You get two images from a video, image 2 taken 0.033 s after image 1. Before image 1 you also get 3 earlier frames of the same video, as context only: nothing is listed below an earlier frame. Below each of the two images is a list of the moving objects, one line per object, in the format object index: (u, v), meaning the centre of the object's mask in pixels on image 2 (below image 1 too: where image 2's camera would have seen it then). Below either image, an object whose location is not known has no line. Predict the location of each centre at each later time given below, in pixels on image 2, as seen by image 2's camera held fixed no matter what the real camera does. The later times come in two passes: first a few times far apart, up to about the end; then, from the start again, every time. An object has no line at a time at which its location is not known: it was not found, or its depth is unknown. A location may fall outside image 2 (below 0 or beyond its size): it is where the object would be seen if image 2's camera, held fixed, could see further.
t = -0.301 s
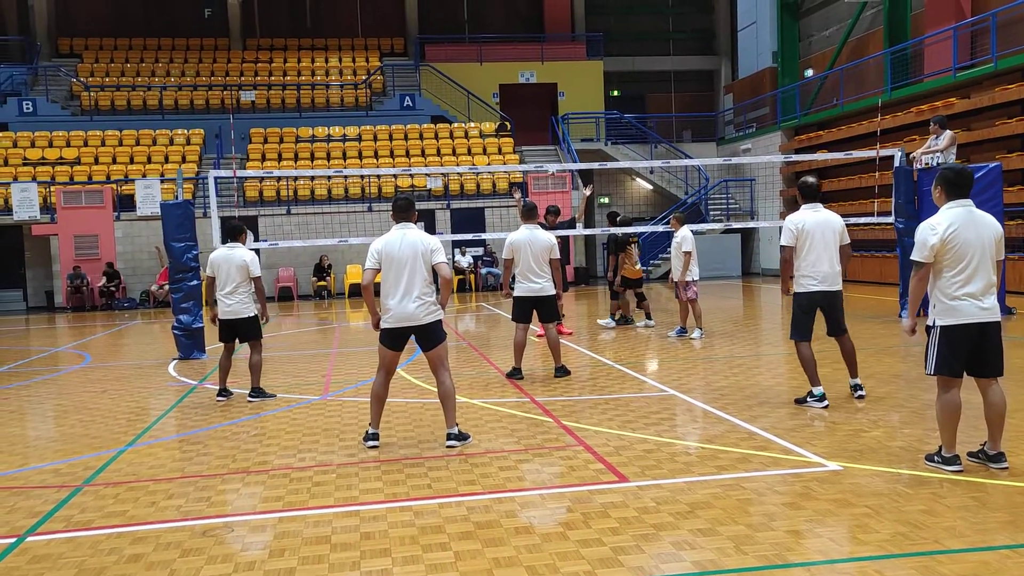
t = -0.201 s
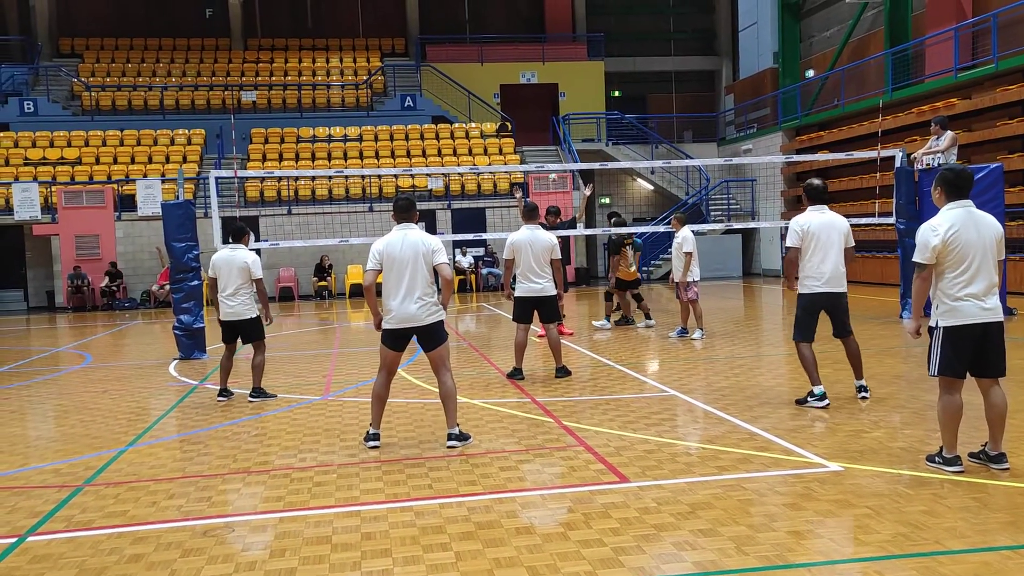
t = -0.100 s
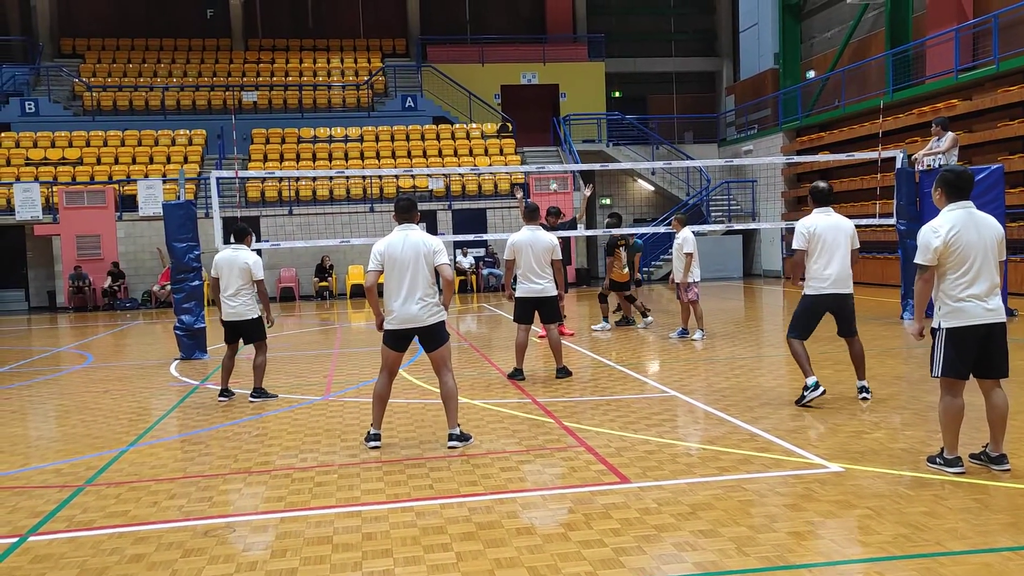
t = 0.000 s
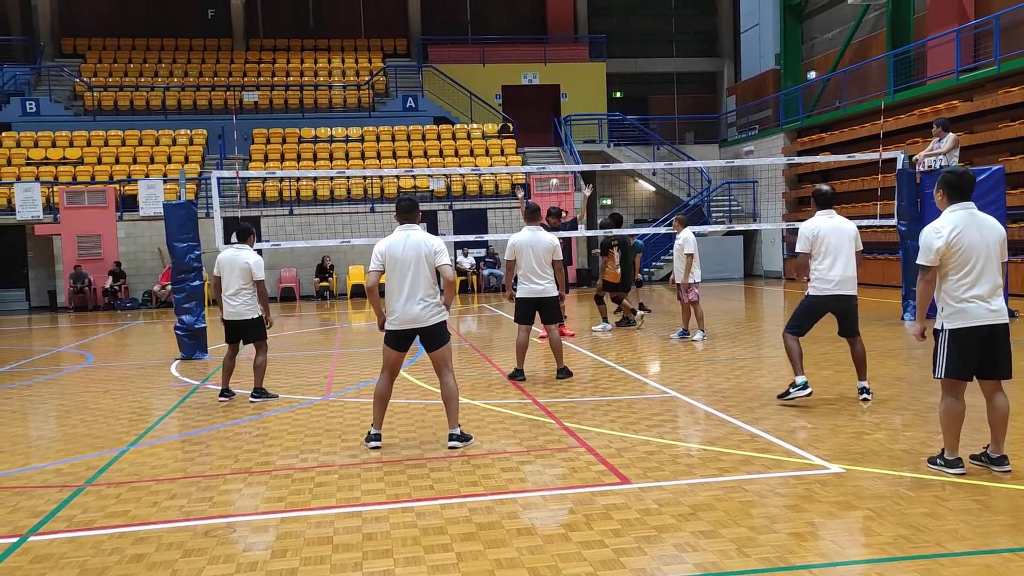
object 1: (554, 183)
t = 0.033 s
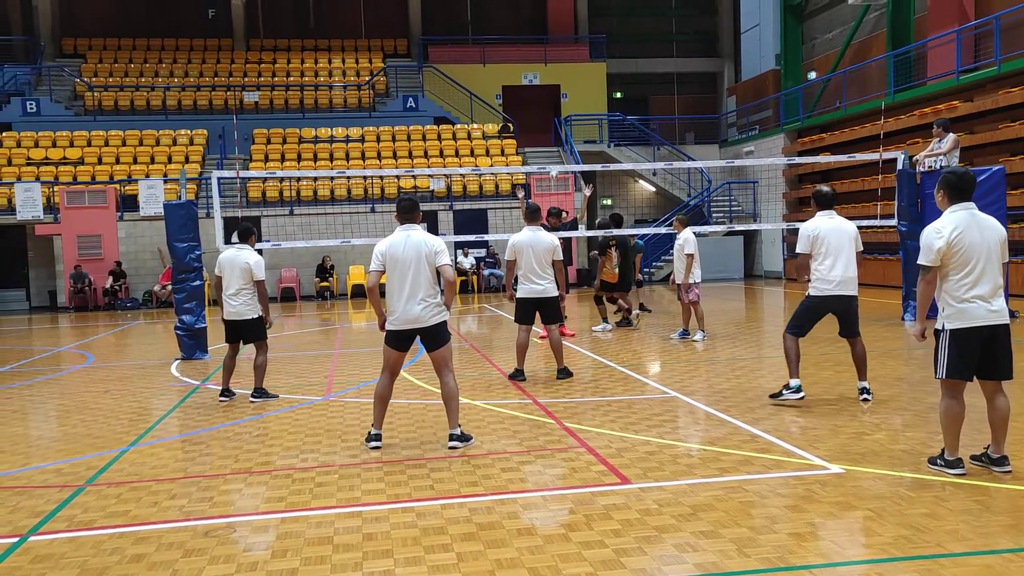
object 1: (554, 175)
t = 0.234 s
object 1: (550, 130)
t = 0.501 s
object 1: (545, 93)
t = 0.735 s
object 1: (537, 99)
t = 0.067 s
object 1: (554, 163)
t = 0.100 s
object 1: (553, 158)
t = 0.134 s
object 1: (552, 149)
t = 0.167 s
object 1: (551, 143)
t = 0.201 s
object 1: (551, 136)
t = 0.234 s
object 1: (550, 130)
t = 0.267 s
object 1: (549, 123)
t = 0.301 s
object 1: (549, 118)
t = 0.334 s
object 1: (548, 112)
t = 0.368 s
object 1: (547, 107)
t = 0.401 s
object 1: (547, 103)
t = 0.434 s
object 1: (546, 99)
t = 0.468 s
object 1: (546, 96)
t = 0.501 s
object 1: (545, 93)
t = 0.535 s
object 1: (545, 91)
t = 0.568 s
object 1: (544, 90)
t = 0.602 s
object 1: (543, 89)
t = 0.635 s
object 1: (542, 90)
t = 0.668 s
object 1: (541, 92)
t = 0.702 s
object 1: (539, 95)
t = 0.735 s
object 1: (537, 99)
